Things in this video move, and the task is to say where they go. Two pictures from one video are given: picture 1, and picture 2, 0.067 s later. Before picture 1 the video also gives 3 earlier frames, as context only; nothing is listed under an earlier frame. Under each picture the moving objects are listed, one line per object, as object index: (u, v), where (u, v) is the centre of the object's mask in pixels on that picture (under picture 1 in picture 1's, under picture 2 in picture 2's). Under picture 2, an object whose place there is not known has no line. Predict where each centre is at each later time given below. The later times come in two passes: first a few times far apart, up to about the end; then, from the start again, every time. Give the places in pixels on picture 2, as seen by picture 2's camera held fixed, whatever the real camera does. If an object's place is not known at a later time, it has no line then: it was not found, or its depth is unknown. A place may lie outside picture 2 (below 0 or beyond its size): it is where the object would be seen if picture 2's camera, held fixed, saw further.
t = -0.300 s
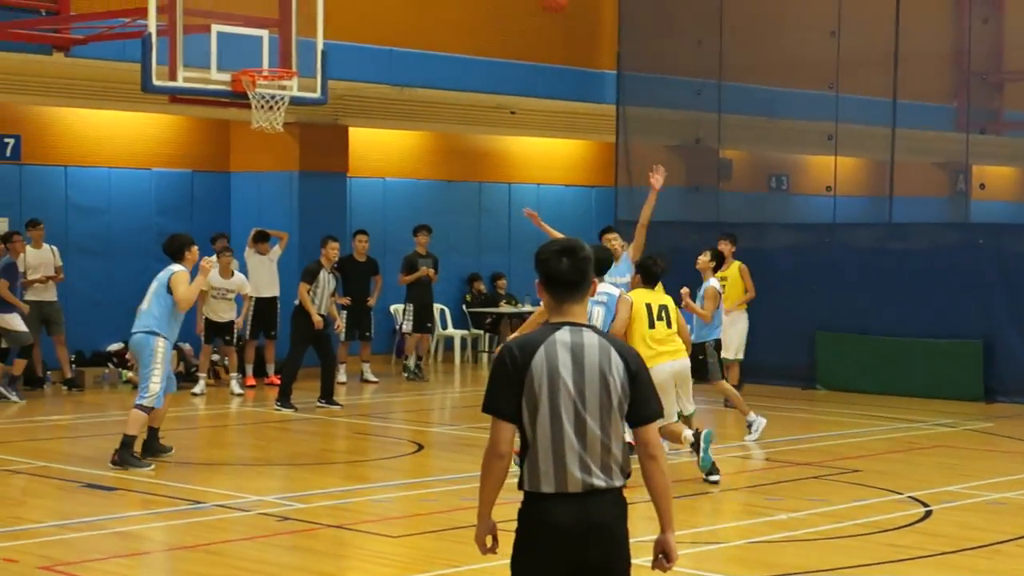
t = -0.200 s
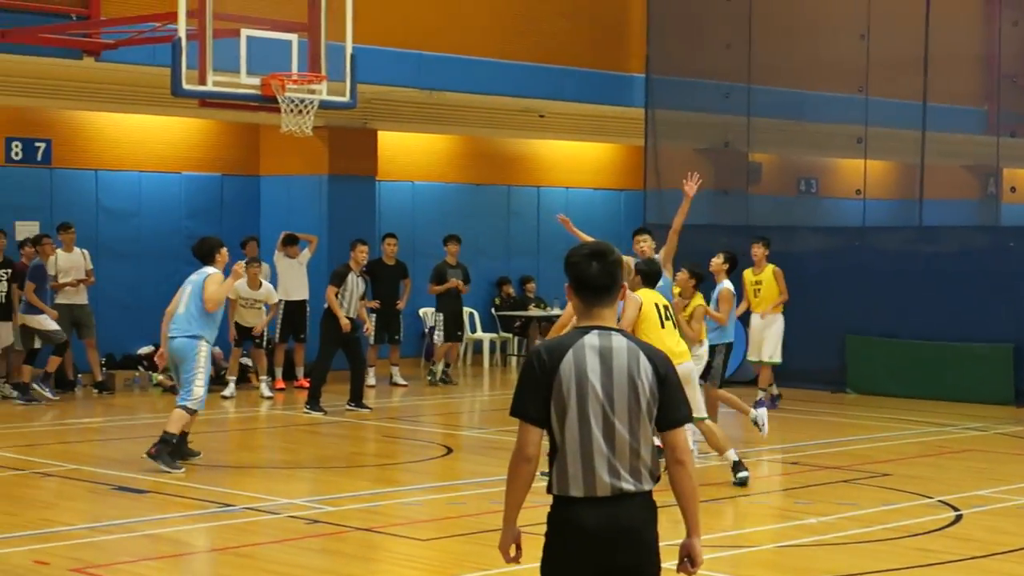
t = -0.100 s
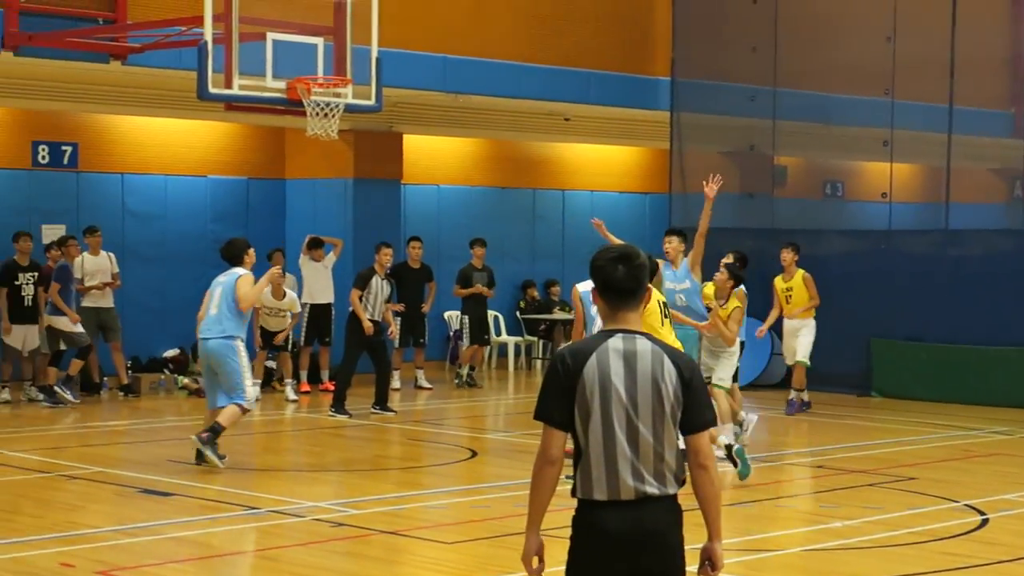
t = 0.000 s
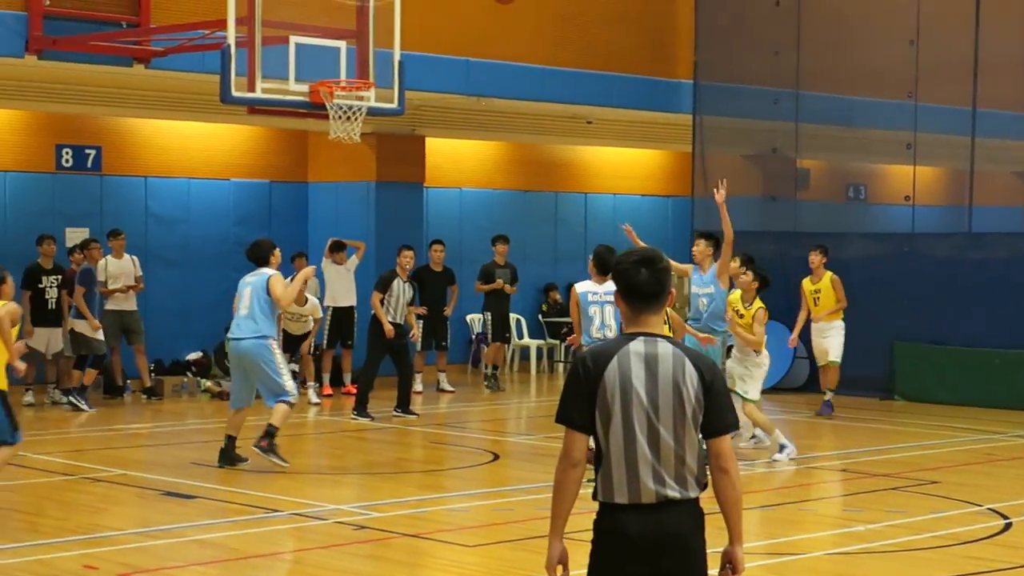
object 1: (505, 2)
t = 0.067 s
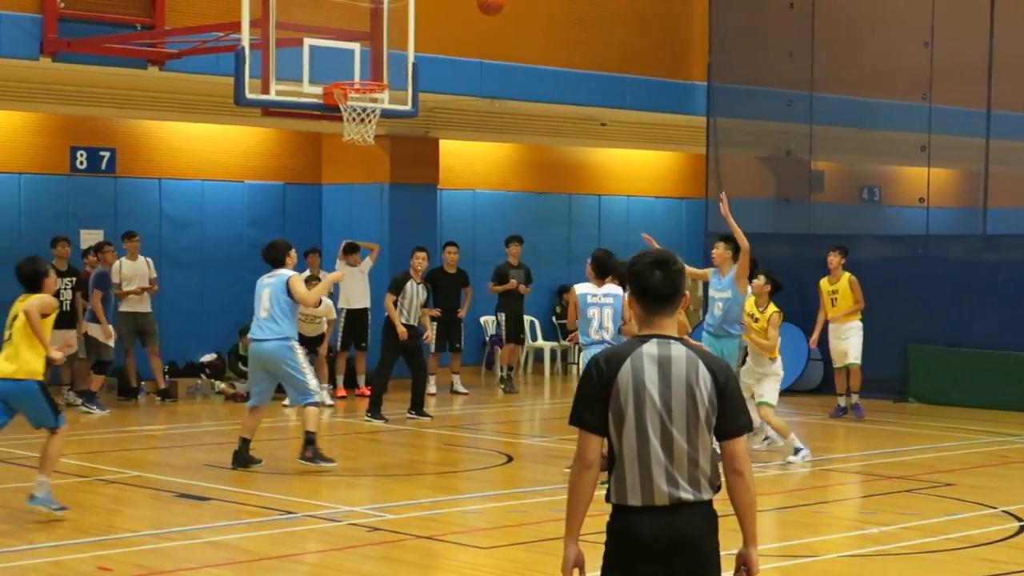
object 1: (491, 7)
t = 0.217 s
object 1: (428, 42)
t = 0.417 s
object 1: (408, 47)
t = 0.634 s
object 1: (435, 33)
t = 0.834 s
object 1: (459, 68)
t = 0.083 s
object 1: (484, 8)
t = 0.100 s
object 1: (476, 10)
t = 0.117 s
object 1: (470, 12)
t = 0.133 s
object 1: (463, 16)
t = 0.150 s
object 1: (456, 21)
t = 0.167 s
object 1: (449, 25)
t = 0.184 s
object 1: (442, 30)
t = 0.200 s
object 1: (435, 36)
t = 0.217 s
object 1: (428, 42)
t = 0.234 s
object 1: (420, 47)
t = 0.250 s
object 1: (414, 55)
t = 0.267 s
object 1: (406, 61)
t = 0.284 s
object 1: (399, 68)
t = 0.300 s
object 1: (394, 74)
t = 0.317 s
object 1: (395, 70)
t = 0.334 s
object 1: (397, 66)
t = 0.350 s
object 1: (400, 61)
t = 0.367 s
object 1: (402, 57)
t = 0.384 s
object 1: (404, 53)
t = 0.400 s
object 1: (406, 50)
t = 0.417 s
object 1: (408, 47)
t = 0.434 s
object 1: (410, 43)
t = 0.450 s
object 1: (412, 41)
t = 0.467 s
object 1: (414, 39)
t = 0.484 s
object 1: (417, 37)
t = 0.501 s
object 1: (418, 35)
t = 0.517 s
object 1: (420, 34)
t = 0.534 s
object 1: (422, 33)
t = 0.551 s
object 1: (424, 32)
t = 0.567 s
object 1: (427, 31)
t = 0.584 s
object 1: (429, 31)
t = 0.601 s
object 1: (431, 32)
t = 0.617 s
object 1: (433, 32)
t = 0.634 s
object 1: (435, 33)
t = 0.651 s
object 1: (436, 34)
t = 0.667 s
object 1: (439, 36)
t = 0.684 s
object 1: (441, 38)
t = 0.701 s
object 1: (443, 39)
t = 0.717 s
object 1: (445, 42)
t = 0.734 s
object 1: (447, 45)
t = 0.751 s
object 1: (449, 48)
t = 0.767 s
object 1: (451, 52)
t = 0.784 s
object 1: (453, 55)
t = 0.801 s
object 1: (455, 60)
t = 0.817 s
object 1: (457, 64)
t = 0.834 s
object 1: (459, 68)
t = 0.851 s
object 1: (461, 73)
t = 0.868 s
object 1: (463, 79)
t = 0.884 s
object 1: (464, 84)
